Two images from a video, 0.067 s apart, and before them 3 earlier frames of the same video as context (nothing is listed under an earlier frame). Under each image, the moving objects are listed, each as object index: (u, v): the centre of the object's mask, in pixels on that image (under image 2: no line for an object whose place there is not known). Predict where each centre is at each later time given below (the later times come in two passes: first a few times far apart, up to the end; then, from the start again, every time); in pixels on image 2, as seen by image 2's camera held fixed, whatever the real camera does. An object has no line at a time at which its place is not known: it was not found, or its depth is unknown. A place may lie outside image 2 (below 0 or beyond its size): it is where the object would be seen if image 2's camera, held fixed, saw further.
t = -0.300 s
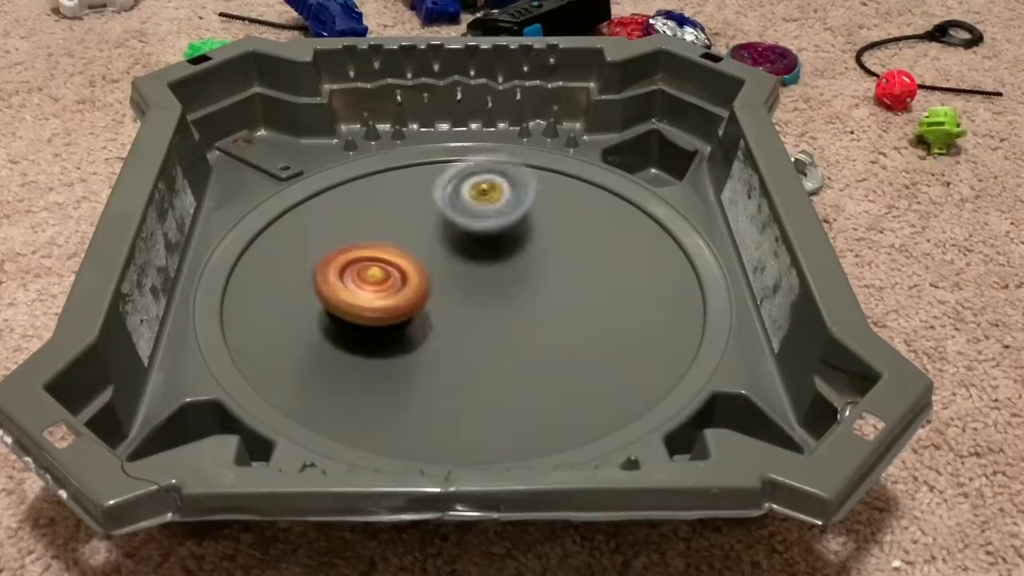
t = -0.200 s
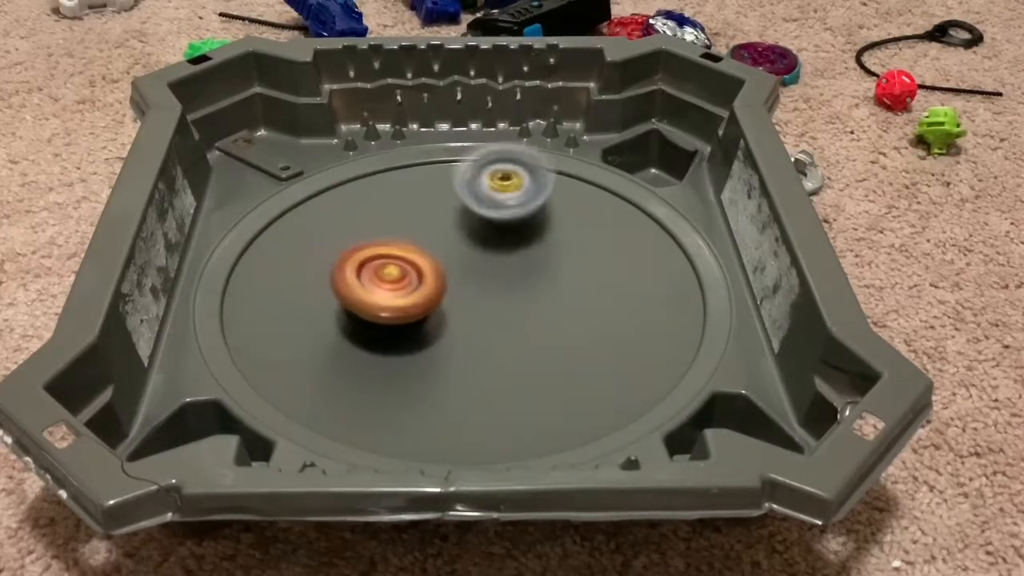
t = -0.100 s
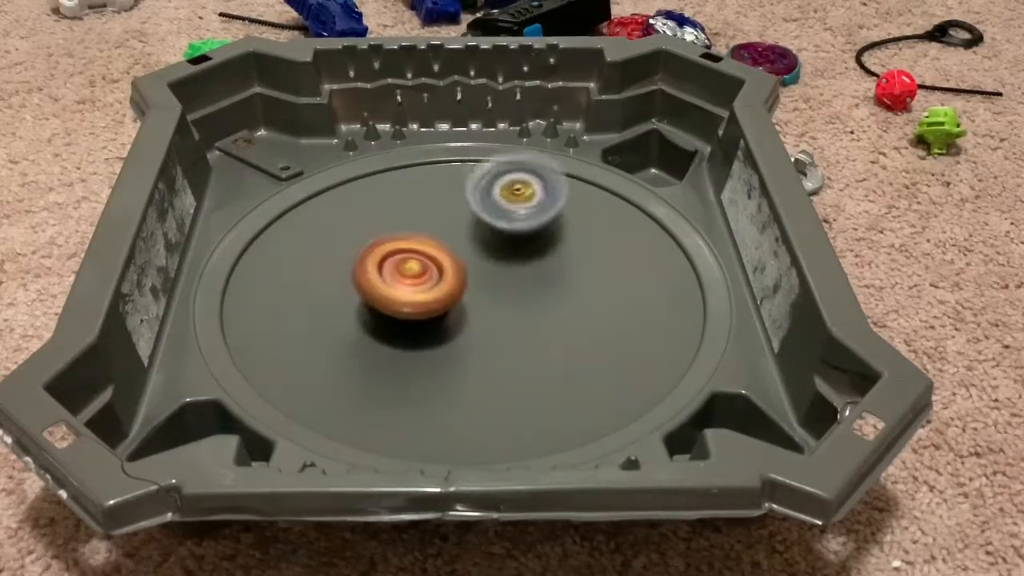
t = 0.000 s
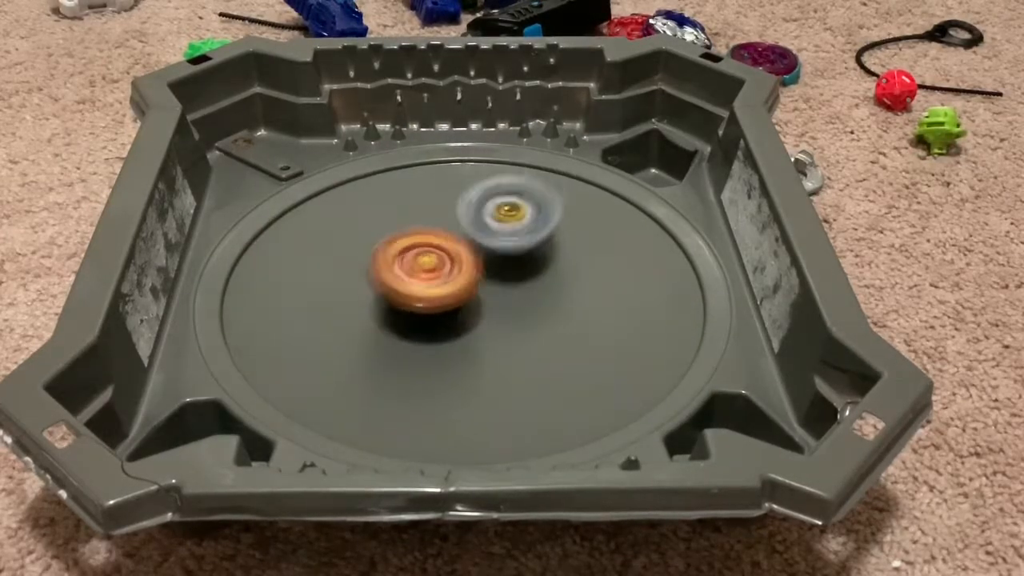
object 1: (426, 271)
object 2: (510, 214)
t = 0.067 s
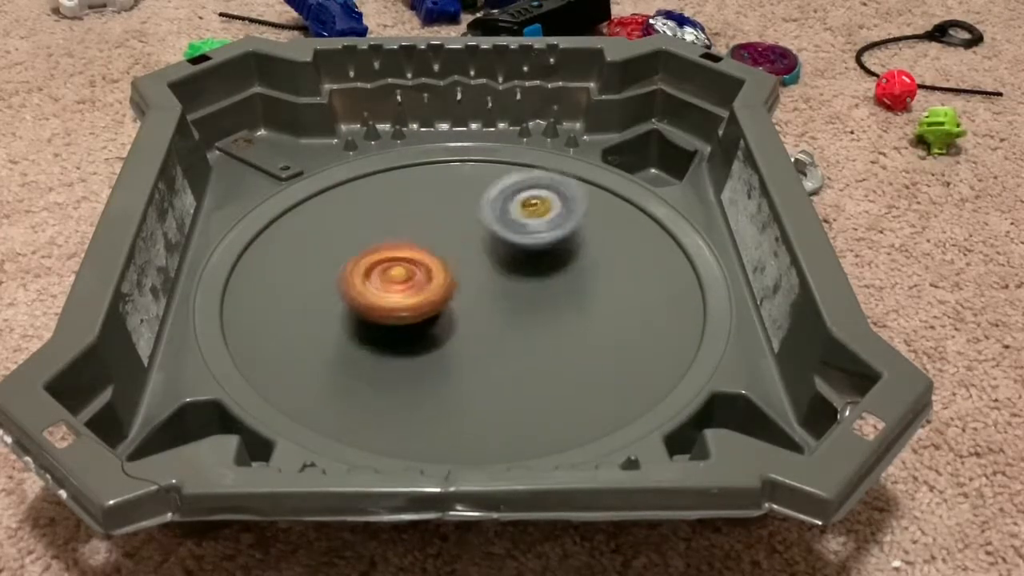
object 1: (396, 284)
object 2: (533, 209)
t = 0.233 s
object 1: (398, 301)
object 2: (557, 236)
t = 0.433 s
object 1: (349, 324)
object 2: (533, 245)
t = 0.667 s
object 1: (279, 339)
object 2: (580, 232)
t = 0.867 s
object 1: (307, 329)
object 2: (517, 248)
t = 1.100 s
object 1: (359, 312)
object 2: (440, 210)
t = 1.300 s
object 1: (400, 319)
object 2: (459, 156)
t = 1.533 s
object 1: (469, 302)
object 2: (481, 192)
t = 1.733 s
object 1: (523, 294)
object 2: (443, 241)
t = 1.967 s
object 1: (566, 287)
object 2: (387, 293)
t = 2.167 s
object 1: (551, 277)
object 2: (340, 313)
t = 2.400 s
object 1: (496, 262)
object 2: (377, 298)
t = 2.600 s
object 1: (488, 195)
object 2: (429, 313)
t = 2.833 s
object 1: (464, 150)
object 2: (487, 318)
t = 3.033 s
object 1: (439, 163)
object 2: (514, 293)
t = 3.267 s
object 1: (410, 225)
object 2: (522, 252)
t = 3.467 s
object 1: (383, 288)
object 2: (507, 222)
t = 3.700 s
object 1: (370, 339)
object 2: (463, 220)
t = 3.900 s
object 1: (388, 349)
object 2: (415, 233)
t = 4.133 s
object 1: (435, 323)
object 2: (366, 251)
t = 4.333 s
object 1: (489, 275)
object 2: (364, 264)
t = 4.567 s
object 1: (530, 223)
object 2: (419, 277)
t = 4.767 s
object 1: (536, 206)
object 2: (478, 275)
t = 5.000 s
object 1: (526, 202)
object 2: (497, 291)
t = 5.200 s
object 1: (491, 219)
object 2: (467, 290)
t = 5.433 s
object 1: (454, 217)
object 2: (405, 303)
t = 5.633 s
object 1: (423, 219)
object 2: (375, 285)
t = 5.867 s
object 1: (419, 208)
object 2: (357, 295)
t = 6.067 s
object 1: (430, 219)
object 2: (385, 299)
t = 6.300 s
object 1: (436, 218)
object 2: (444, 305)
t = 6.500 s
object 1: (429, 224)
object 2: (474, 290)
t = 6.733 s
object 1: (392, 200)
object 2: (473, 270)
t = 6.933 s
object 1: (385, 191)
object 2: (445, 274)
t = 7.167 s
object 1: (402, 197)
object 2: (433, 299)
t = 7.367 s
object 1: (410, 207)
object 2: (438, 316)
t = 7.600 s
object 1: (413, 214)
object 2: (457, 317)
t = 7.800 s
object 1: (403, 227)
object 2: (445, 305)
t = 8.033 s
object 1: (389, 230)
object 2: (455, 295)
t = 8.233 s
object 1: (392, 224)
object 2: (464, 288)
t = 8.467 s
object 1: (406, 224)
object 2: (481, 286)
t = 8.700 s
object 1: (393, 223)
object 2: (498, 283)
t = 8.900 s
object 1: (391, 244)
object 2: (485, 264)
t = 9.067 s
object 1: (383, 256)
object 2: (484, 248)
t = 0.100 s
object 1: (393, 288)
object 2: (544, 210)
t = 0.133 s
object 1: (393, 291)
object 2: (553, 213)
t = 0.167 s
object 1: (394, 295)
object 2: (560, 218)
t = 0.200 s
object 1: (395, 298)
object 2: (561, 226)
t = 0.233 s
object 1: (398, 301)
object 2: (557, 236)
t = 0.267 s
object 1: (400, 303)
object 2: (550, 244)
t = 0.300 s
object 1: (404, 304)
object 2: (539, 251)
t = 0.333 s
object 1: (408, 305)
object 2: (525, 258)
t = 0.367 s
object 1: (412, 306)
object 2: (512, 262)
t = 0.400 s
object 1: (383, 316)
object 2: (519, 254)
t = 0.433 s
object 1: (349, 324)
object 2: (533, 245)
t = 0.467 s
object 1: (322, 328)
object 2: (544, 239)
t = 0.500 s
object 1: (304, 331)
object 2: (554, 235)
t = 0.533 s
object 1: (293, 334)
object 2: (563, 232)
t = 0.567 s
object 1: (287, 336)
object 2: (570, 230)
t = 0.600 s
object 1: (283, 338)
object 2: (577, 229)
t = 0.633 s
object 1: (280, 339)
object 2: (581, 230)
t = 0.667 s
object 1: (279, 339)
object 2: (580, 232)
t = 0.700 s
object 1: (279, 340)
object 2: (575, 235)
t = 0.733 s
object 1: (280, 339)
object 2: (569, 238)
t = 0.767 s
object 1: (284, 338)
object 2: (560, 241)
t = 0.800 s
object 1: (289, 336)
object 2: (546, 245)
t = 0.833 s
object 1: (298, 332)
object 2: (532, 248)
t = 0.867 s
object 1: (307, 329)
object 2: (517, 248)
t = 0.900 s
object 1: (318, 326)
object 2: (502, 249)
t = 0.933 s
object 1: (329, 321)
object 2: (486, 249)
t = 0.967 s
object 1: (344, 315)
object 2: (471, 247)
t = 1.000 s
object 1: (358, 308)
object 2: (456, 246)
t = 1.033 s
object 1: (373, 301)
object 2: (444, 241)
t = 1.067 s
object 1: (366, 305)
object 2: (439, 226)
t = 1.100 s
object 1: (359, 312)
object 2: (440, 210)
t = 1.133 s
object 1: (358, 315)
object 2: (441, 201)
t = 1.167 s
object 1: (364, 317)
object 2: (443, 191)
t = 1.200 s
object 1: (373, 319)
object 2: (446, 181)
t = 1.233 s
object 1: (380, 319)
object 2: (449, 171)
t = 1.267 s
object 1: (390, 320)
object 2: (454, 166)
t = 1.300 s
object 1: (400, 319)
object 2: (459, 156)
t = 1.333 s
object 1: (410, 317)
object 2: (465, 152)
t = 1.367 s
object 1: (420, 316)
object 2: (473, 152)
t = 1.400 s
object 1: (430, 314)
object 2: (479, 155)
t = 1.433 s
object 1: (440, 311)
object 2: (483, 162)
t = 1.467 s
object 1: (450, 308)
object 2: (485, 171)
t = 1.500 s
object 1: (460, 305)
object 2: (485, 182)
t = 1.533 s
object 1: (469, 302)
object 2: (481, 192)
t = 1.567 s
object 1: (479, 298)
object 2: (477, 202)
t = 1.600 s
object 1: (487, 294)
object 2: (473, 209)
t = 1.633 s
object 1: (496, 291)
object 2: (465, 215)
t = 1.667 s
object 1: (506, 293)
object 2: (457, 223)
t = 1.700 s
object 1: (515, 295)
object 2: (450, 232)
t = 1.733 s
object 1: (523, 294)
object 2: (443, 241)
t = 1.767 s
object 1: (532, 293)
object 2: (436, 250)
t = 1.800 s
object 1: (540, 293)
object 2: (429, 258)
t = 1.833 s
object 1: (547, 292)
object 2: (420, 265)
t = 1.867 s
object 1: (553, 291)
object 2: (412, 273)
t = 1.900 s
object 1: (558, 290)
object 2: (404, 280)
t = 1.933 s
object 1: (563, 289)
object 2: (395, 287)
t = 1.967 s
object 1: (566, 287)
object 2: (387, 293)
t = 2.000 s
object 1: (566, 286)
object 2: (378, 298)
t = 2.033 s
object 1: (566, 284)
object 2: (369, 303)
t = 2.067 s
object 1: (564, 283)
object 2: (359, 308)
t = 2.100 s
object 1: (561, 280)
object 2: (352, 311)
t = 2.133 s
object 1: (556, 278)
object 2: (345, 313)
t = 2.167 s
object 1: (551, 277)
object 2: (340, 313)
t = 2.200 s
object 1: (544, 275)
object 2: (339, 313)
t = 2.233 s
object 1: (536, 273)
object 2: (338, 312)
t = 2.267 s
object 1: (529, 272)
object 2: (341, 308)
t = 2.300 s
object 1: (521, 270)
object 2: (347, 305)
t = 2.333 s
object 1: (513, 267)
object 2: (355, 303)
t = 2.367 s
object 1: (504, 264)
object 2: (367, 300)
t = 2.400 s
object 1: (496, 262)
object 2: (377, 298)
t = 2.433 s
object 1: (488, 259)
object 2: (391, 295)
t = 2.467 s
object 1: (490, 248)
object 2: (397, 300)
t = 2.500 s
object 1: (491, 231)
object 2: (403, 304)
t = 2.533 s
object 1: (493, 217)
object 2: (413, 309)
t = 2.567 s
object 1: (491, 205)
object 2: (420, 312)
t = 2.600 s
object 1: (488, 195)
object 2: (429, 313)
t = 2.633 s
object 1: (484, 186)
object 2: (438, 317)
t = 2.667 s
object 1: (481, 176)
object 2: (447, 319)
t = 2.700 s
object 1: (478, 168)
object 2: (458, 320)
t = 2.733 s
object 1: (474, 162)
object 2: (465, 320)
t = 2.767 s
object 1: (471, 157)
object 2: (475, 321)
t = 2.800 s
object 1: (468, 153)
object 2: (481, 321)
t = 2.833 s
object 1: (464, 150)
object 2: (487, 318)
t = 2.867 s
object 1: (460, 149)
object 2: (493, 317)
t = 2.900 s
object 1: (456, 149)
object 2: (497, 312)
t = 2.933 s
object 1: (452, 150)
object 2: (503, 308)
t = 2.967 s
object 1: (448, 152)
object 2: (506, 304)
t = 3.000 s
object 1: (444, 157)
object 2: (511, 299)
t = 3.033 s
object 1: (439, 163)
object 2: (514, 293)
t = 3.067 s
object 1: (436, 168)
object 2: (518, 288)
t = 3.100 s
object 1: (433, 175)
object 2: (520, 281)
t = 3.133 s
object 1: (429, 183)
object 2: (522, 276)
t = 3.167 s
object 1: (424, 193)
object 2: (523, 270)
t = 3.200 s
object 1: (420, 202)
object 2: (523, 264)
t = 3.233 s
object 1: (415, 214)
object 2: (522, 258)
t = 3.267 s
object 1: (410, 225)
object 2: (522, 252)
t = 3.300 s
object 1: (405, 235)
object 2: (520, 246)
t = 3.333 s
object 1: (400, 247)
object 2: (518, 240)
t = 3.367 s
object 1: (395, 258)
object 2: (515, 235)
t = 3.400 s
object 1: (391, 269)
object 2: (513, 230)
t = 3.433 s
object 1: (387, 279)
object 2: (509, 225)
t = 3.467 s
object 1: (383, 288)
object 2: (507, 222)
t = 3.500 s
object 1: (379, 299)
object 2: (502, 220)
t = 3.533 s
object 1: (377, 307)
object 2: (498, 218)
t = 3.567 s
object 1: (373, 316)
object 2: (493, 218)
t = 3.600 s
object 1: (371, 324)
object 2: (487, 217)
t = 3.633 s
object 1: (370, 329)
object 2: (481, 217)
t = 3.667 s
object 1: (370, 335)
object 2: (473, 218)
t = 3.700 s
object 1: (370, 339)
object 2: (463, 220)
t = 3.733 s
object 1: (371, 342)
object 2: (456, 222)
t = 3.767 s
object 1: (373, 345)
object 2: (447, 223)
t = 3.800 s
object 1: (374, 348)
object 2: (439, 225)
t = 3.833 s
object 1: (377, 349)
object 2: (431, 227)
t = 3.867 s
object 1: (382, 350)
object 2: (422, 230)
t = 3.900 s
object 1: (388, 349)
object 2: (415, 233)
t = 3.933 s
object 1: (393, 347)
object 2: (407, 235)
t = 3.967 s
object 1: (400, 344)
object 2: (399, 239)
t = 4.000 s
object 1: (406, 341)
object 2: (392, 241)
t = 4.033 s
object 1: (413, 337)
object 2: (384, 244)
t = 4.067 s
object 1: (420, 333)
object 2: (377, 246)
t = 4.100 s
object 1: (427, 329)
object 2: (370, 250)
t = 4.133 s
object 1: (435, 323)
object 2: (366, 251)
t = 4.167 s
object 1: (444, 316)
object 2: (362, 255)
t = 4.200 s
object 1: (453, 310)
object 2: (359, 258)
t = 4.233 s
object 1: (463, 301)
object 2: (358, 261)
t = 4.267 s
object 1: (473, 293)
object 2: (359, 262)
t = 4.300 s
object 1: (480, 284)
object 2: (359, 263)
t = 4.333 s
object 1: (489, 275)
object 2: (364, 264)
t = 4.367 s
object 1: (498, 267)
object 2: (368, 266)
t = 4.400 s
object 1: (504, 258)
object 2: (377, 267)
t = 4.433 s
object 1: (511, 249)
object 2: (383, 269)
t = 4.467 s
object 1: (517, 242)
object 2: (392, 272)
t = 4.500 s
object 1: (522, 235)
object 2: (403, 275)
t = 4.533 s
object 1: (526, 228)
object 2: (410, 274)
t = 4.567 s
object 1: (530, 223)
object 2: (419, 277)
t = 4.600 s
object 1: (532, 219)
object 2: (430, 278)
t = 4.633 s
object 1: (534, 215)
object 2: (441, 277)
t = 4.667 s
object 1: (535, 211)
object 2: (449, 277)
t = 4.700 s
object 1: (536, 209)
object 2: (459, 278)
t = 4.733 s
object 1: (537, 207)
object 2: (470, 276)
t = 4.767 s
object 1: (536, 206)
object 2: (478, 275)
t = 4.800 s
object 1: (536, 205)
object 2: (487, 274)
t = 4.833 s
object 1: (534, 204)
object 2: (495, 277)
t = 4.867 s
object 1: (536, 201)
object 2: (499, 279)
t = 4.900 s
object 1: (536, 200)
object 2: (497, 283)
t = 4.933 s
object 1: (534, 199)
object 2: (500, 287)
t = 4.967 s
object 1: (531, 200)
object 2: (496, 289)
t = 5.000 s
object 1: (526, 202)
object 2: (497, 291)
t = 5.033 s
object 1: (521, 204)
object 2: (492, 293)
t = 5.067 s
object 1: (516, 206)
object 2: (491, 294)
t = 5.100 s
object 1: (510, 210)
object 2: (485, 294)
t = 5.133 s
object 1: (504, 214)
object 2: (481, 293)
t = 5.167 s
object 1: (498, 217)
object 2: (474, 292)
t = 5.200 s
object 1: (491, 219)
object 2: (467, 290)
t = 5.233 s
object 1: (488, 217)
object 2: (460, 295)
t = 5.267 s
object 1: (484, 217)
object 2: (454, 297)
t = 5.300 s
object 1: (479, 217)
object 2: (444, 298)
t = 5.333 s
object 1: (472, 217)
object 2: (431, 302)
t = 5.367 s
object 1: (465, 216)
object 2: (425, 303)
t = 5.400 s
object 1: (460, 217)
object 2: (415, 303)
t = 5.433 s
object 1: (454, 217)
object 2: (405, 303)
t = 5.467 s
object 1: (446, 218)
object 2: (397, 301)
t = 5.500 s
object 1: (439, 218)
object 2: (389, 298)
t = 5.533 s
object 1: (433, 219)
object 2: (382, 295)
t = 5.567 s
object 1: (427, 220)
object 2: (380, 289)
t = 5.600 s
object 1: (423, 219)
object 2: (377, 285)
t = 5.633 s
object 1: (423, 219)
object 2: (375, 285)
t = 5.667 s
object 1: (420, 218)
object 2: (369, 284)
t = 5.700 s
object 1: (416, 217)
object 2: (368, 284)
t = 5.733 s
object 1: (413, 217)
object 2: (366, 284)
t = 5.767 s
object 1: (417, 213)
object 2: (364, 288)
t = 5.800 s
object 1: (419, 210)
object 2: (359, 291)
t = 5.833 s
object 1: (419, 209)
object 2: (359, 293)
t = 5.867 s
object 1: (419, 208)
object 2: (357, 295)
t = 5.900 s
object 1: (421, 207)
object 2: (359, 297)
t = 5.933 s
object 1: (424, 208)
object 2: (362, 296)
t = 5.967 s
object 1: (424, 210)
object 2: (366, 299)
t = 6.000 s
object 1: (426, 211)
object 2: (371, 299)
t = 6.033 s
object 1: (429, 215)
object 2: (376, 298)
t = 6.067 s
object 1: (430, 219)
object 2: (385, 299)
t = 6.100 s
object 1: (431, 222)
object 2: (391, 297)
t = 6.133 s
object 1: (432, 225)
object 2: (402, 295)
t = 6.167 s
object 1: (435, 221)
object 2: (416, 299)
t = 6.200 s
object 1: (437, 217)
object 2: (429, 303)
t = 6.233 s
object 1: (439, 216)
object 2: (434, 307)
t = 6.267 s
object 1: (438, 217)
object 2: (438, 306)
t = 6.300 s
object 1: (436, 218)
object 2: (444, 305)
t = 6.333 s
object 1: (437, 218)
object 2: (452, 303)
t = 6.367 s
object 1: (436, 221)
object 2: (461, 300)
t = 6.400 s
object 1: (435, 224)
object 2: (467, 296)
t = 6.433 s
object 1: (434, 226)
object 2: (469, 293)
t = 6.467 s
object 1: (432, 226)
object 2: (471, 292)
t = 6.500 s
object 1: (429, 224)
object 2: (474, 290)
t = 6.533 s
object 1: (425, 222)
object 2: (475, 288)
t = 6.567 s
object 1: (419, 219)
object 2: (477, 284)
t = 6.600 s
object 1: (412, 216)
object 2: (479, 280)
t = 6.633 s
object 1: (407, 215)
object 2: (477, 274)
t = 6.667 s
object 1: (402, 211)
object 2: (471, 270)
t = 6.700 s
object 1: (397, 205)
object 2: (475, 272)
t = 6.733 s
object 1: (392, 200)
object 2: (473, 270)
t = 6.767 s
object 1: (388, 196)
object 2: (465, 270)
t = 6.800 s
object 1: (386, 195)
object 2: (461, 272)
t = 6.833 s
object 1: (385, 193)
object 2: (461, 272)
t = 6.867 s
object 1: (384, 191)
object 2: (454, 273)
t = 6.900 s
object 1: (384, 190)
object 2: (447, 273)
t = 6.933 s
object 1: (385, 191)
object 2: (445, 274)
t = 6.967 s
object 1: (387, 193)
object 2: (443, 275)
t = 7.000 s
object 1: (389, 195)
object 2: (437, 273)
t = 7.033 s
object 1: (390, 198)
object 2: (433, 276)
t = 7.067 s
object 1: (391, 201)
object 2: (432, 277)
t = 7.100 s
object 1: (393, 206)
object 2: (428, 276)
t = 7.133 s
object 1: (399, 203)
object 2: (429, 287)
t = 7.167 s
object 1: (402, 197)
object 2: (433, 299)
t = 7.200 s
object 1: (405, 196)
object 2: (437, 306)
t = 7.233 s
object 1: (407, 197)
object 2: (439, 312)
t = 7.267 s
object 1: (407, 199)
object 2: (440, 316)
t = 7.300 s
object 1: (407, 201)
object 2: (441, 317)
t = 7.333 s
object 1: (408, 203)
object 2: (440, 317)
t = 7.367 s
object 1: (410, 207)
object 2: (438, 316)
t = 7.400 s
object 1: (411, 212)
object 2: (438, 311)
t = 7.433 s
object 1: (412, 217)
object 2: (434, 308)
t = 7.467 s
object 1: (413, 224)
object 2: (432, 305)
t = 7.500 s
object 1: (413, 223)
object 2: (434, 310)
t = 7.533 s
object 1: (413, 216)
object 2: (444, 314)
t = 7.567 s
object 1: (412, 214)
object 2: (451, 316)
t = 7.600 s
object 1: (413, 214)
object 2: (457, 317)
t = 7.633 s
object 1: (412, 217)
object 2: (461, 316)
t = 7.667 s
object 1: (408, 220)
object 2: (460, 311)
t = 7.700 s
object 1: (407, 222)
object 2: (453, 310)
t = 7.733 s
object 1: (404, 223)
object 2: (444, 306)
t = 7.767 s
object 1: (403, 226)
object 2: (443, 307)
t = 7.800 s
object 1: (403, 227)
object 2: (445, 305)
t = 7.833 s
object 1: (401, 230)
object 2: (448, 303)
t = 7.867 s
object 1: (399, 233)
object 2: (446, 299)
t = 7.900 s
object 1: (397, 234)
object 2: (443, 299)
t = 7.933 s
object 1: (396, 233)
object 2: (443, 299)
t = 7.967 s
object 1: (395, 231)
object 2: (447, 299)
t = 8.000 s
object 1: (392, 231)
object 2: (453, 298)
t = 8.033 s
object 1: (389, 230)
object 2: (455, 295)
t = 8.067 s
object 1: (386, 228)
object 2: (455, 296)
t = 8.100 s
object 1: (389, 225)
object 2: (455, 296)
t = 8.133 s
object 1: (392, 226)
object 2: (456, 295)
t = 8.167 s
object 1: (391, 226)
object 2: (458, 293)
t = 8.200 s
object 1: (390, 225)
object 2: (461, 291)
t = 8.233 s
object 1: (392, 224)
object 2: (464, 288)
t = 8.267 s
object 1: (395, 224)
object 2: (461, 285)
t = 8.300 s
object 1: (395, 223)
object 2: (460, 285)
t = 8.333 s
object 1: (398, 221)
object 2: (461, 285)
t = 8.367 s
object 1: (403, 221)
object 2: (465, 284)
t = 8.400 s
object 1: (404, 220)
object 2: (472, 285)
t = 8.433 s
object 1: (406, 222)
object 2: (478, 285)
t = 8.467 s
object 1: (406, 224)
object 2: (481, 286)
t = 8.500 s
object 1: (400, 219)
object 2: (488, 284)
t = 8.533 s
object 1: (398, 215)
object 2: (494, 283)
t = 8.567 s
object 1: (399, 214)
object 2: (495, 281)
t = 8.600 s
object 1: (399, 216)
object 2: (495, 292)
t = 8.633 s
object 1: (398, 220)
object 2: (494, 280)
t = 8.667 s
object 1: (396, 221)
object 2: (494, 279)
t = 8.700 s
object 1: (393, 223)
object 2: (498, 283)
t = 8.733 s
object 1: (394, 224)
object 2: (492, 277)
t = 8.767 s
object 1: (397, 226)
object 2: (494, 278)
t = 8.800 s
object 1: (397, 230)
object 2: (493, 276)
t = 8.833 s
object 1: (397, 234)
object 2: (490, 273)
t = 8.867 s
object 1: (395, 240)
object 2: (489, 269)
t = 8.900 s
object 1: (391, 244)
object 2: (485, 264)
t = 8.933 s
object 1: (390, 247)
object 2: (484, 262)
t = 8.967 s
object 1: (388, 249)
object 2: (483, 259)
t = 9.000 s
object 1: (387, 251)
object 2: (483, 255)
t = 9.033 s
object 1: (386, 254)
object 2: (483, 251)
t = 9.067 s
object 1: (383, 256)
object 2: (484, 248)
